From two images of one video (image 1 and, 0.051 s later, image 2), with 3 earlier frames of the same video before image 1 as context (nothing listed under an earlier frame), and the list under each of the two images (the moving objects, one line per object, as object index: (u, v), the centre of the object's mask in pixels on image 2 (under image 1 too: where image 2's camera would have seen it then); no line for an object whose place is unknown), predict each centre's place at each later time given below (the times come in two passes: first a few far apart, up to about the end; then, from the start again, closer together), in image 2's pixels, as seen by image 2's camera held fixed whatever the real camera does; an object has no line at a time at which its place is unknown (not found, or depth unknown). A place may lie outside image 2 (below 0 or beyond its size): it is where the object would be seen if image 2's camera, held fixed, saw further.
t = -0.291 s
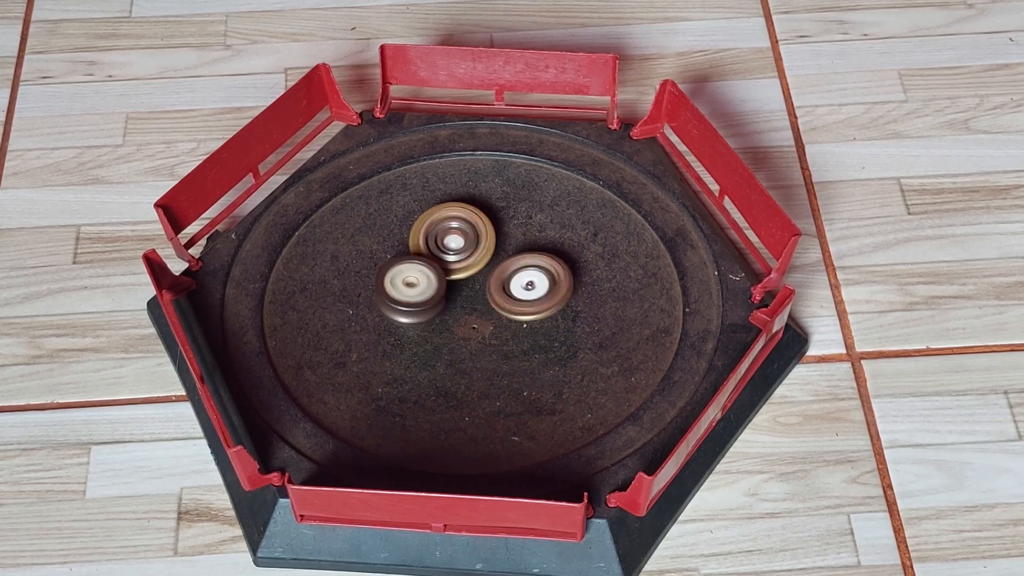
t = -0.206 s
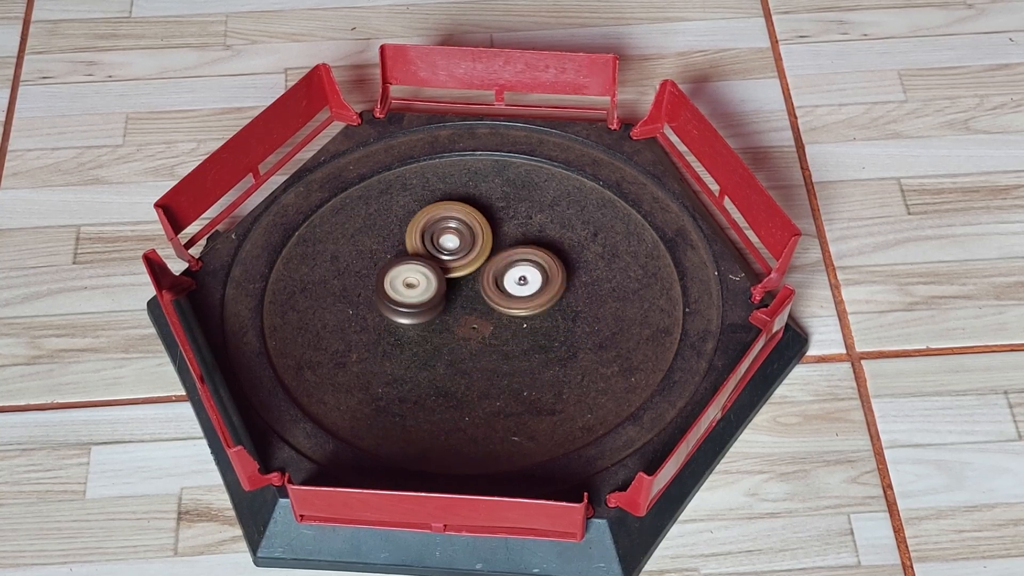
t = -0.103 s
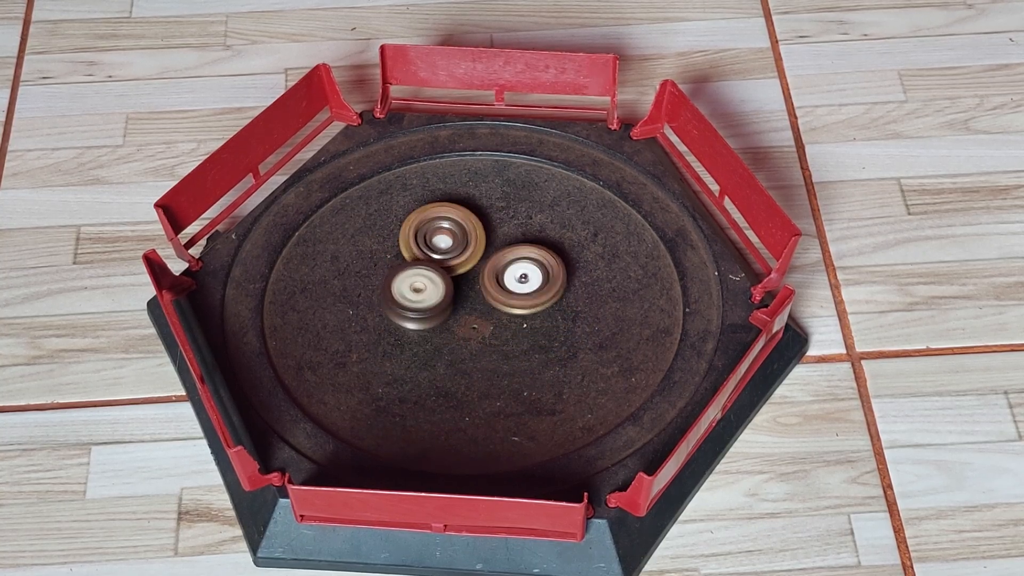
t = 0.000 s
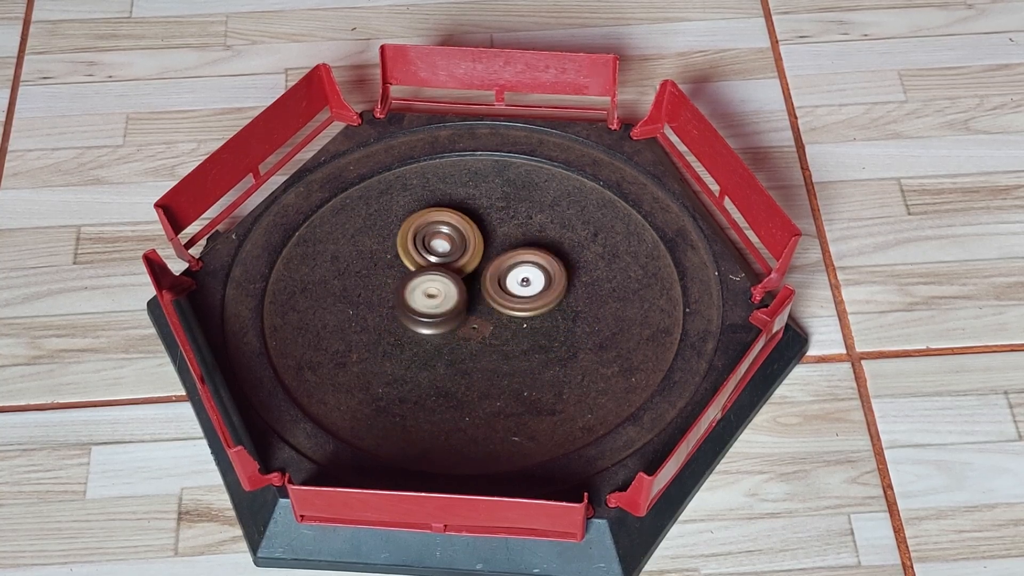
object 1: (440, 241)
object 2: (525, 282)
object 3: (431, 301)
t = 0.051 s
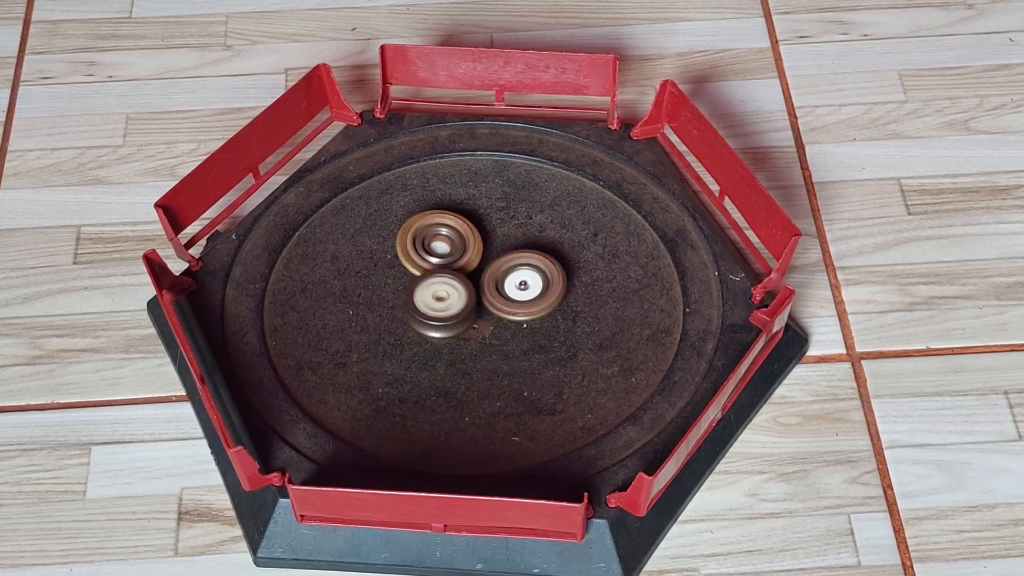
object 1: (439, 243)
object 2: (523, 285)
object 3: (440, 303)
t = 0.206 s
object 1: (443, 252)
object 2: (529, 291)
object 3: (453, 312)
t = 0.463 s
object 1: (454, 269)
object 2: (541, 306)
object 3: (462, 327)
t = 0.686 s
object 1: (466, 274)
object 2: (558, 344)
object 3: (455, 338)
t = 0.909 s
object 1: (481, 276)
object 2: (517, 346)
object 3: (430, 327)
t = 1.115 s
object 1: (464, 266)
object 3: (407, 312)
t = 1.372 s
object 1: (392, 237)
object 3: (419, 293)
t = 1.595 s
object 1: (358, 255)
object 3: (431, 306)
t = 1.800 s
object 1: (380, 308)
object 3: (473, 310)
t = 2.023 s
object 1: (414, 385)
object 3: (530, 303)
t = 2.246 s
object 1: (448, 361)
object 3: (549, 268)
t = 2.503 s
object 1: (440, 356)
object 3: (519, 253)
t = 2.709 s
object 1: (435, 356)
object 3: (506, 271)
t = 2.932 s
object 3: (508, 310)
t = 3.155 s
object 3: (520, 333)
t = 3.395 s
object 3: (506, 329)
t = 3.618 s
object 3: (513, 329)
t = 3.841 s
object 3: (494, 328)
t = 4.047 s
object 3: (485, 316)
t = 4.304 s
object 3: (476, 321)
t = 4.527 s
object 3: (484, 322)
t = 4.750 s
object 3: (492, 310)
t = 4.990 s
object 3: (493, 312)
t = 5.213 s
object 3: (492, 321)
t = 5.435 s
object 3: (490, 322)
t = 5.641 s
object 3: (493, 323)
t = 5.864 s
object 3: (495, 322)
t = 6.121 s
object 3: (490, 317)
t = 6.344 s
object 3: (495, 315)
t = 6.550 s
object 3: (499, 314)
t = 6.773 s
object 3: (504, 311)
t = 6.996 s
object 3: (508, 311)
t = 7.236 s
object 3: (499, 313)
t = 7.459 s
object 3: (498, 313)
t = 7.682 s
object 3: (497, 313)
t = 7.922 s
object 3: (497, 312)
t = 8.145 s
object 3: (497, 310)
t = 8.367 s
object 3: (498, 308)
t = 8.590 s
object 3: (500, 311)
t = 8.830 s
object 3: (503, 310)
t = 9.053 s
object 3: (502, 315)
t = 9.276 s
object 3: (496, 317)
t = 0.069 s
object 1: (440, 243)
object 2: (522, 287)
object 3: (444, 305)
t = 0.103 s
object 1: (439, 245)
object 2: (524, 287)
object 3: (448, 307)
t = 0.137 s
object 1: (441, 247)
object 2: (525, 289)
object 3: (451, 309)
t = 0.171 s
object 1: (442, 250)
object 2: (527, 288)
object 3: (452, 311)
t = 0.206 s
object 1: (443, 252)
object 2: (529, 291)
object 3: (453, 312)
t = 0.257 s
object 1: (446, 255)
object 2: (530, 292)
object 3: (455, 314)
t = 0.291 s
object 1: (448, 259)
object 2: (533, 293)
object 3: (454, 317)
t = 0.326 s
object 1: (449, 261)
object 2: (534, 295)
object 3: (455, 319)
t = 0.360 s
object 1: (452, 263)
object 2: (534, 297)
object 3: (455, 321)
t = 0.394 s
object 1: (454, 266)
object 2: (533, 300)
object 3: (456, 323)
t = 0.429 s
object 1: (454, 267)
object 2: (536, 302)
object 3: (459, 326)
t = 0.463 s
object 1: (454, 269)
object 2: (541, 306)
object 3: (462, 327)
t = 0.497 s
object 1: (455, 271)
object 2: (544, 312)
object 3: (465, 328)
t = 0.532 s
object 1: (457, 272)
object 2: (548, 318)
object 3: (467, 329)
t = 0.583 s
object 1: (460, 273)
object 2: (560, 325)
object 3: (461, 333)
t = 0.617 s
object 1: (461, 273)
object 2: (562, 330)
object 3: (458, 335)
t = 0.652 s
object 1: (464, 273)
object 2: (562, 337)
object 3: (456, 336)
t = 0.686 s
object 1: (466, 274)
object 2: (558, 344)
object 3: (455, 338)
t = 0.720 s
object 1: (468, 274)
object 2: (551, 349)
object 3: (453, 338)
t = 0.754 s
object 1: (471, 275)
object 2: (539, 352)
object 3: (452, 338)
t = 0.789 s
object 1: (473, 275)
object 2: (531, 353)
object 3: (451, 337)
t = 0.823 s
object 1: (476, 275)
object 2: (525, 354)
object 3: (445, 335)
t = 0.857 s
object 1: (478, 276)
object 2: (520, 352)
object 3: (440, 332)
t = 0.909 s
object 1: (481, 276)
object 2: (517, 346)
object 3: (430, 327)
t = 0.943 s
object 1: (484, 277)
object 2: (516, 341)
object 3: (425, 324)
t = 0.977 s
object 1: (483, 277)
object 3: (420, 322)
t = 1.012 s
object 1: (481, 275)
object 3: (415, 319)
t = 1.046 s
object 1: (476, 273)
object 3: (411, 316)
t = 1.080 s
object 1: (470, 269)
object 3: (409, 314)
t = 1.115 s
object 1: (464, 266)
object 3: (407, 312)
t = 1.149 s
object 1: (456, 261)
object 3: (406, 310)
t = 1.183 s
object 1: (448, 256)
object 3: (405, 308)
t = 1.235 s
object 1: (433, 248)
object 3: (408, 304)
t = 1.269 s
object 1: (422, 242)
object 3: (410, 302)
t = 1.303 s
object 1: (412, 239)
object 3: (413, 299)
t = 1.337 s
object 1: (401, 236)
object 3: (415, 296)
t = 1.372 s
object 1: (392, 237)
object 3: (419, 293)
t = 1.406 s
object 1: (384, 236)
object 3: (421, 290)
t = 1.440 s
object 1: (378, 239)
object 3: (420, 292)
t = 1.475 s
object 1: (372, 241)
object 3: (420, 296)
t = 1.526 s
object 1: (365, 246)
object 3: (422, 301)
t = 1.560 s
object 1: (361, 250)
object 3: (427, 304)
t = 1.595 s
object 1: (358, 255)
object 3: (431, 306)
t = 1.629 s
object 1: (355, 260)
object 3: (436, 308)
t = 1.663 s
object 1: (356, 267)
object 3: (441, 308)
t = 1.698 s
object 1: (357, 274)
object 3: (447, 308)
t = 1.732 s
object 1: (359, 281)
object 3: (454, 307)
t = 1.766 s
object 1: (368, 295)
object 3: (464, 309)
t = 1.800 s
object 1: (380, 308)
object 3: (473, 310)
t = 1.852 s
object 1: (394, 324)
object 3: (486, 310)
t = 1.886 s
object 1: (401, 334)
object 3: (495, 311)
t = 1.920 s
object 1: (408, 348)
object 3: (504, 310)
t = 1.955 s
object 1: (415, 362)
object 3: (513, 309)
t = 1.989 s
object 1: (416, 376)
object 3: (522, 306)
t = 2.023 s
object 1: (414, 385)
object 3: (530, 303)
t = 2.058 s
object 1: (411, 389)
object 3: (537, 299)
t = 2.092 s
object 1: (408, 389)
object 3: (542, 294)
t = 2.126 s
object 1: (410, 384)
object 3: (547, 288)
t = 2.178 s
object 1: (426, 368)
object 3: (550, 279)
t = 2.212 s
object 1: (442, 361)
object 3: (550, 274)
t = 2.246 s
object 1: (448, 361)
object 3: (549, 268)
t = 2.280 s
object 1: (449, 360)
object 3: (547, 264)
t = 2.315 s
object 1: (449, 360)
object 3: (544, 260)
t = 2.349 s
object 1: (449, 360)
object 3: (541, 255)
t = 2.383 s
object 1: (448, 359)
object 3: (538, 253)
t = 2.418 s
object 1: (447, 359)
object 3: (532, 251)
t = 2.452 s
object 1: (445, 357)
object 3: (524, 252)
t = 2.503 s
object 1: (440, 356)
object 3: (519, 253)
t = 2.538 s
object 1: (436, 356)
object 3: (514, 255)
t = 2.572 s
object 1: (435, 356)
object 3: (512, 257)
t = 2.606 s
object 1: (434, 356)
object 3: (509, 259)
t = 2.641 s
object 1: (434, 356)
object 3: (508, 262)
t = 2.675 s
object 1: (434, 356)
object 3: (507, 266)
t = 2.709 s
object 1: (435, 356)
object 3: (506, 271)
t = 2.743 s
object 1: (435, 356)
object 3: (506, 276)
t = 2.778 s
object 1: (435, 356)
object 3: (506, 281)
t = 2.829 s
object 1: (435, 356)
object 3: (507, 290)
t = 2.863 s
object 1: (435, 356)
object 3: (507, 296)
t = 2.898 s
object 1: (435, 356)
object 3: (507, 303)
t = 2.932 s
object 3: (508, 310)
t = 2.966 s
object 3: (509, 316)
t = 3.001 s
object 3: (510, 322)
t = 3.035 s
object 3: (512, 327)
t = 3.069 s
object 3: (514, 330)
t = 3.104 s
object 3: (518, 332)
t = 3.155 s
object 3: (520, 333)
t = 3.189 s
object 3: (520, 333)
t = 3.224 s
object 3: (520, 332)
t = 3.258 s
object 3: (518, 331)
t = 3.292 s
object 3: (516, 329)
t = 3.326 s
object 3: (512, 328)
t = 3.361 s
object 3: (507, 326)
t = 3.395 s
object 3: (506, 329)
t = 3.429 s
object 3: (509, 333)
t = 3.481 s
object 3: (513, 334)
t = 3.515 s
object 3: (514, 334)
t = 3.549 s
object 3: (514, 333)
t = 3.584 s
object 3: (514, 331)
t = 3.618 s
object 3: (513, 329)
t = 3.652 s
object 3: (510, 327)
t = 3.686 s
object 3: (506, 324)
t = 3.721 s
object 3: (502, 323)
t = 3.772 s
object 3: (500, 326)
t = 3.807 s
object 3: (497, 327)
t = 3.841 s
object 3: (494, 328)
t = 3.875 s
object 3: (492, 328)
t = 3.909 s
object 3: (492, 326)
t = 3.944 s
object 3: (492, 324)
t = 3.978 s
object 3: (490, 320)
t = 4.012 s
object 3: (488, 317)
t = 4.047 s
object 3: (485, 316)
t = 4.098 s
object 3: (480, 317)
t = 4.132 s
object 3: (477, 317)
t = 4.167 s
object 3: (476, 319)
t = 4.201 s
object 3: (475, 319)
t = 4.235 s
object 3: (476, 320)
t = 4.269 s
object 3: (476, 321)
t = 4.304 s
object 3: (476, 321)
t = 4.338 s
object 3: (477, 321)
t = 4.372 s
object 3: (477, 321)
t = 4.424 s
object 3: (479, 321)
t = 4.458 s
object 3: (480, 320)
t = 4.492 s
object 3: (482, 322)
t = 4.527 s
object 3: (484, 322)
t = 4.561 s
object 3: (486, 320)
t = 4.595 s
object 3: (488, 318)
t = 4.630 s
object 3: (489, 316)
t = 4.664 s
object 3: (491, 314)
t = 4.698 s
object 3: (491, 311)
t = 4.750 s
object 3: (492, 310)
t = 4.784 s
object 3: (493, 309)
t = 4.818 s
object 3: (493, 309)
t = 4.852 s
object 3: (493, 308)
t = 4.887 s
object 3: (493, 309)
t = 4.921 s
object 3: (493, 310)
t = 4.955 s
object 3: (494, 310)
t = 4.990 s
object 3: (493, 312)
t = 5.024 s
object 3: (493, 312)
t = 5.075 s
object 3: (492, 313)
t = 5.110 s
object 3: (492, 315)
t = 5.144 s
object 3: (492, 318)
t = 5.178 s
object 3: (492, 320)
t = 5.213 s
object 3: (492, 321)
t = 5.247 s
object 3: (492, 323)
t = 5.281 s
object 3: (491, 324)
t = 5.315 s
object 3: (491, 325)
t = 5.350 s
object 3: (491, 325)
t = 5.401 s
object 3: (491, 323)
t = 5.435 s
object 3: (490, 322)
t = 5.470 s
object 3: (490, 322)
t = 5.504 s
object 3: (490, 322)
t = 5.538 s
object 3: (491, 323)
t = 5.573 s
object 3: (492, 323)
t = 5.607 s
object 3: (493, 323)
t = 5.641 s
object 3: (493, 323)
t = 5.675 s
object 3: (494, 323)
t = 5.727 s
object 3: (493, 322)
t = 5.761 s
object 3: (492, 321)
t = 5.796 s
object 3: (491, 320)
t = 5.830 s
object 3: (493, 321)
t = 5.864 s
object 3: (495, 322)
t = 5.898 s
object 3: (496, 322)
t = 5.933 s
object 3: (496, 322)
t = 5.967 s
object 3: (496, 321)
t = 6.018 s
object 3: (496, 320)
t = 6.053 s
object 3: (494, 319)
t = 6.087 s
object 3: (493, 318)
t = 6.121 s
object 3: (490, 317)
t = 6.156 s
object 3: (491, 317)
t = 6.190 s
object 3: (491, 317)
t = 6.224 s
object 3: (493, 318)
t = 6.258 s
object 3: (494, 317)
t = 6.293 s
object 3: (495, 317)
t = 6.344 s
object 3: (495, 315)
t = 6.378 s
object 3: (494, 314)
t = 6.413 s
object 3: (494, 314)
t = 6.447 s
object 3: (494, 314)
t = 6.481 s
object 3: (496, 314)
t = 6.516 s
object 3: (496, 314)
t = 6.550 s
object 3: (499, 314)
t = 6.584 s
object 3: (501, 313)
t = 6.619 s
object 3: (501, 312)
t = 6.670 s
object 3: (504, 311)
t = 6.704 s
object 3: (503, 312)
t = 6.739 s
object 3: (504, 310)
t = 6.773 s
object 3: (504, 311)
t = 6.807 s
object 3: (504, 310)
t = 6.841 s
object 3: (506, 311)
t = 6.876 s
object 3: (507, 311)
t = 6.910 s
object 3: (507, 311)
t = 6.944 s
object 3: (509, 312)
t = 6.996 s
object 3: (508, 311)
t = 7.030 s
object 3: (506, 311)
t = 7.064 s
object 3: (506, 311)
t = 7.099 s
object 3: (503, 311)
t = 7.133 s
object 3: (502, 311)
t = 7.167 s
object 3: (498, 310)
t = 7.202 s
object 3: (499, 311)
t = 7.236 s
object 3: (499, 313)
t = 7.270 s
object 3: (500, 313)
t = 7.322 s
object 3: (500, 314)
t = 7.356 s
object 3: (501, 314)
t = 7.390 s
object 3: (499, 314)
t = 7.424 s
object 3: (500, 313)
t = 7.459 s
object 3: (498, 313)
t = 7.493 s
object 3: (496, 312)
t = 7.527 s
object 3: (497, 313)
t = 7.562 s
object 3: (498, 313)
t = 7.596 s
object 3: (497, 313)
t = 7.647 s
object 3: (498, 313)
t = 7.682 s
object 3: (497, 313)
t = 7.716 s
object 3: (496, 312)
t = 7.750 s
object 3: (496, 312)
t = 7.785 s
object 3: (495, 312)
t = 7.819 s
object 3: (495, 312)
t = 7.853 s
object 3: (495, 313)
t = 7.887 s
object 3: (496, 313)
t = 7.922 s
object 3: (497, 312)
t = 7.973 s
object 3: (497, 313)
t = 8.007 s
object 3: (497, 312)
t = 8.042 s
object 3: (497, 311)
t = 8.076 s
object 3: (497, 312)
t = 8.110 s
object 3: (498, 311)
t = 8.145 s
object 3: (497, 310)
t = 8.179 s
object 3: (499, 311)
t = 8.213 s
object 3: (499, 310)
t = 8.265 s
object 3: (500, 309)
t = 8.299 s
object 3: (500, 309)
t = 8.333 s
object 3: (499, 308)
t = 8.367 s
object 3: (498, 308)
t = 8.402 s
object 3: (498, 309)
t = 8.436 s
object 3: (498, 308)
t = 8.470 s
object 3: (498, 309)
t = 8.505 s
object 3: (498, 309)
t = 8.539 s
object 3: (497, 309)
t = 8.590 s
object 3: (500, 311)
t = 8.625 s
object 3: (502, 311)
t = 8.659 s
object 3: (503, 311)
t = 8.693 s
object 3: (504, 312)
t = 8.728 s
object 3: (505, 311)
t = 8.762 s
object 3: (504, 311)
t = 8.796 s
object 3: (504, 311)
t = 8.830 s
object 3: (503, 310)
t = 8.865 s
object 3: (502, 311)
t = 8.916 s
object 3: (502, 312)
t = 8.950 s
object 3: (502, 313)
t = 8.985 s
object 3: (502, 313)
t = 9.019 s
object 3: (502, 314)
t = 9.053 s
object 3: (502, 315)
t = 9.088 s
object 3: (501, 315)
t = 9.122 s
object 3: (501, 315)
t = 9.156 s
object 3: (500, 315)
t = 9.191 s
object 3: (498, 315)
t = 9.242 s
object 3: (497, 316)
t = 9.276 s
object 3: (496, 317)
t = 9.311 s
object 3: (494, 317)
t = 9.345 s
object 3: (492, 317)
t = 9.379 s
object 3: (491, 317)
